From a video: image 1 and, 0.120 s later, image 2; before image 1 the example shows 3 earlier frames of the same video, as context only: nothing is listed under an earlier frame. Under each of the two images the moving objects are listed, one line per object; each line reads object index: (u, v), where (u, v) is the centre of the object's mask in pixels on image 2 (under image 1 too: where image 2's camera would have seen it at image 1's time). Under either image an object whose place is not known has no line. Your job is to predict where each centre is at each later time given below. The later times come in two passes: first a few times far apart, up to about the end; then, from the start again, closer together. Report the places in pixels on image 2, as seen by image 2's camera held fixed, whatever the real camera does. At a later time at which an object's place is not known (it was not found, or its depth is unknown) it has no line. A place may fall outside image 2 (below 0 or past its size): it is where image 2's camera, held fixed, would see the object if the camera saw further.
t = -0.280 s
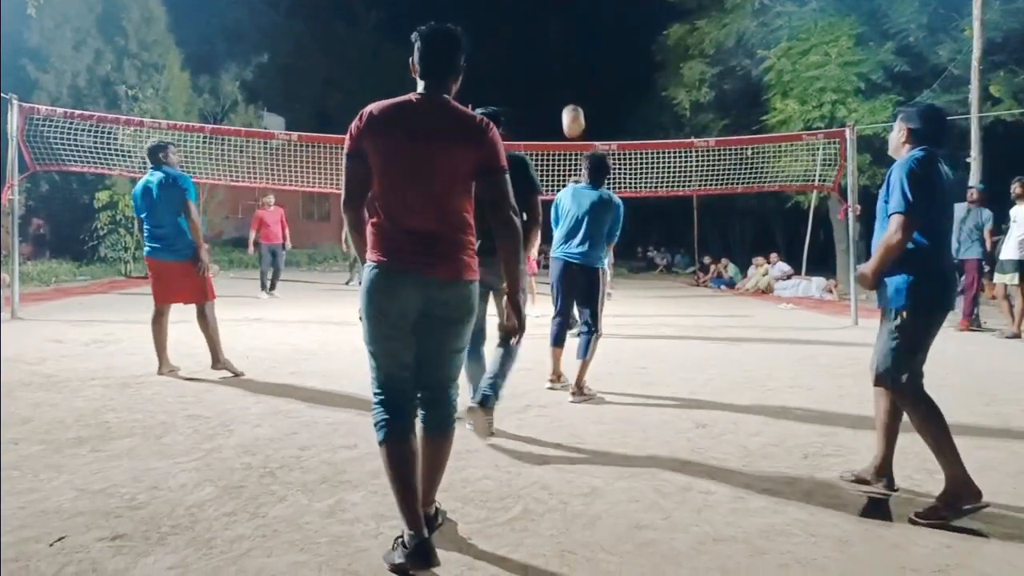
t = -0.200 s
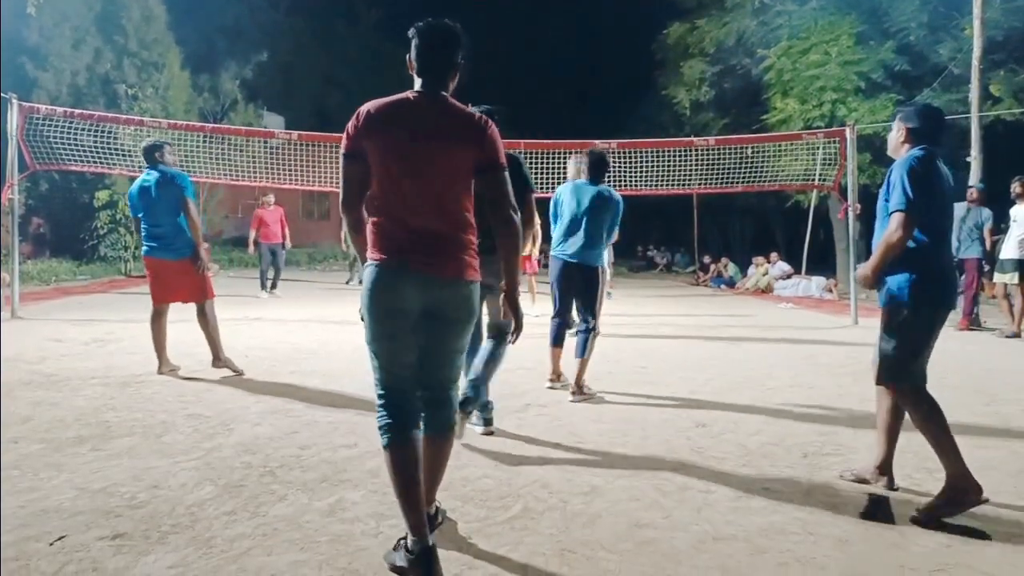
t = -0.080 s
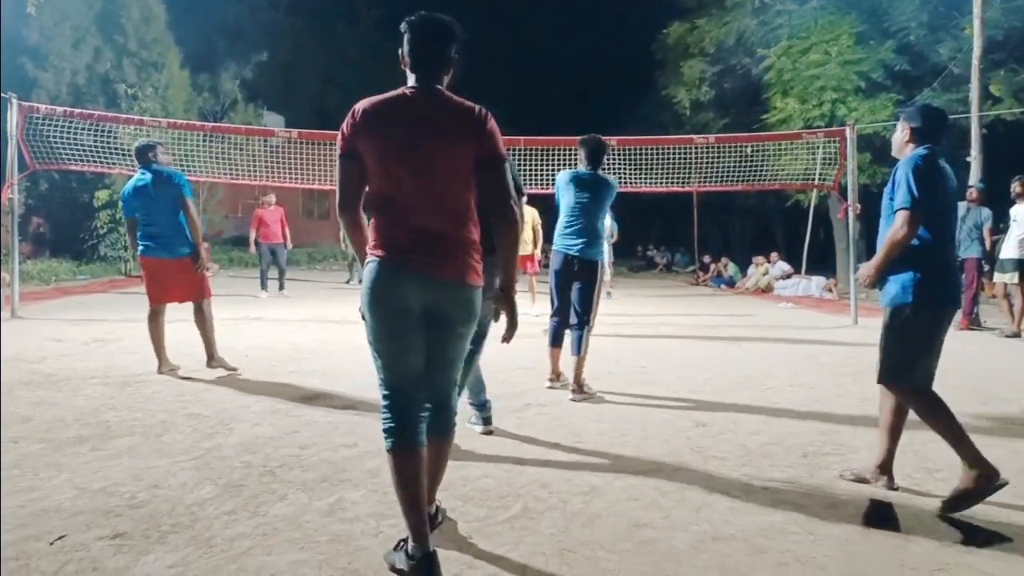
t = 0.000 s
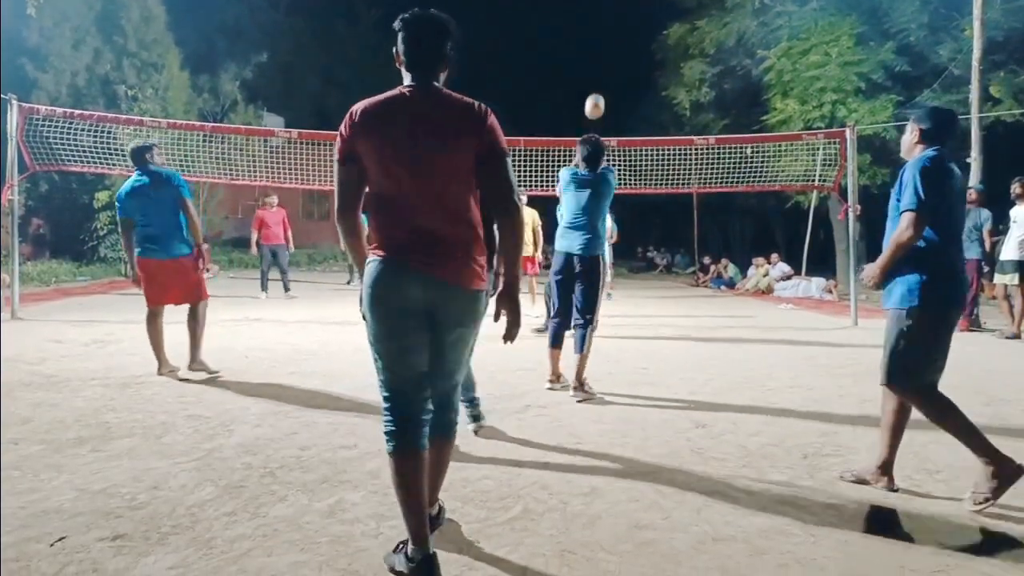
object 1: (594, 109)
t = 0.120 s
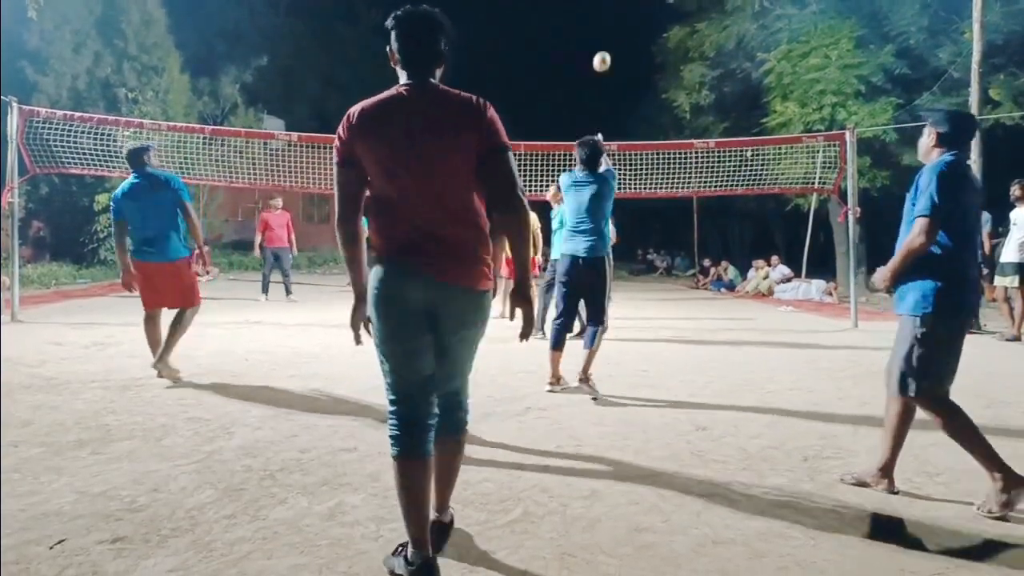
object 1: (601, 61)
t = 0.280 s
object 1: (607, 42)
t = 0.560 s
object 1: (614, 51)
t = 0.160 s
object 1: (603, 54)
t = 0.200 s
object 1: (604, 49)
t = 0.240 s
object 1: (605, 44)
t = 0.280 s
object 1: (607, 42)
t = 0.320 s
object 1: (609, 38)
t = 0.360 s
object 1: (610, 38)
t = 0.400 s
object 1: (610, 39)
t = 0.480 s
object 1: (612, 44)
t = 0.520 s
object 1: (613, 47)
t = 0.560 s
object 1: (614, 51)
